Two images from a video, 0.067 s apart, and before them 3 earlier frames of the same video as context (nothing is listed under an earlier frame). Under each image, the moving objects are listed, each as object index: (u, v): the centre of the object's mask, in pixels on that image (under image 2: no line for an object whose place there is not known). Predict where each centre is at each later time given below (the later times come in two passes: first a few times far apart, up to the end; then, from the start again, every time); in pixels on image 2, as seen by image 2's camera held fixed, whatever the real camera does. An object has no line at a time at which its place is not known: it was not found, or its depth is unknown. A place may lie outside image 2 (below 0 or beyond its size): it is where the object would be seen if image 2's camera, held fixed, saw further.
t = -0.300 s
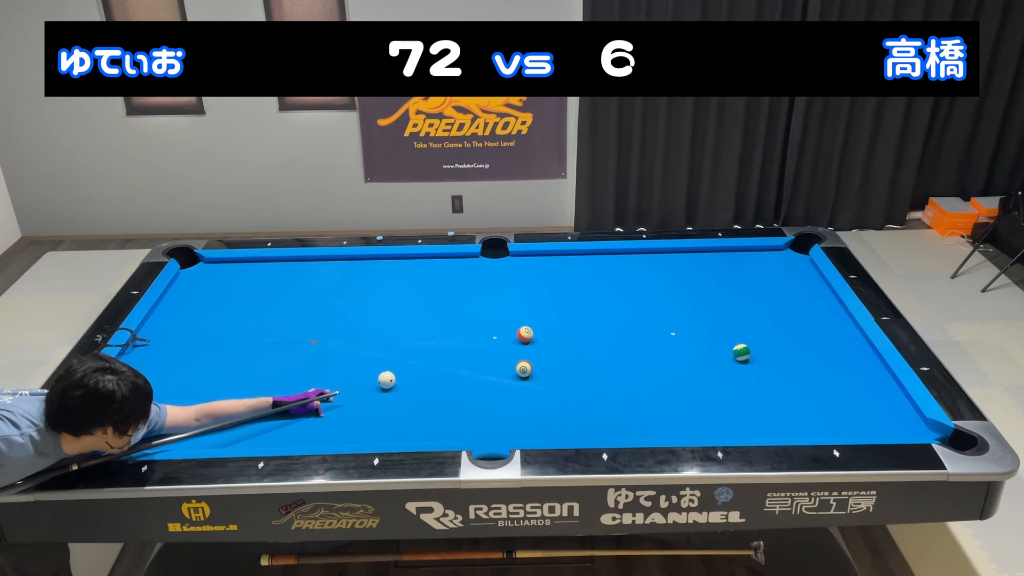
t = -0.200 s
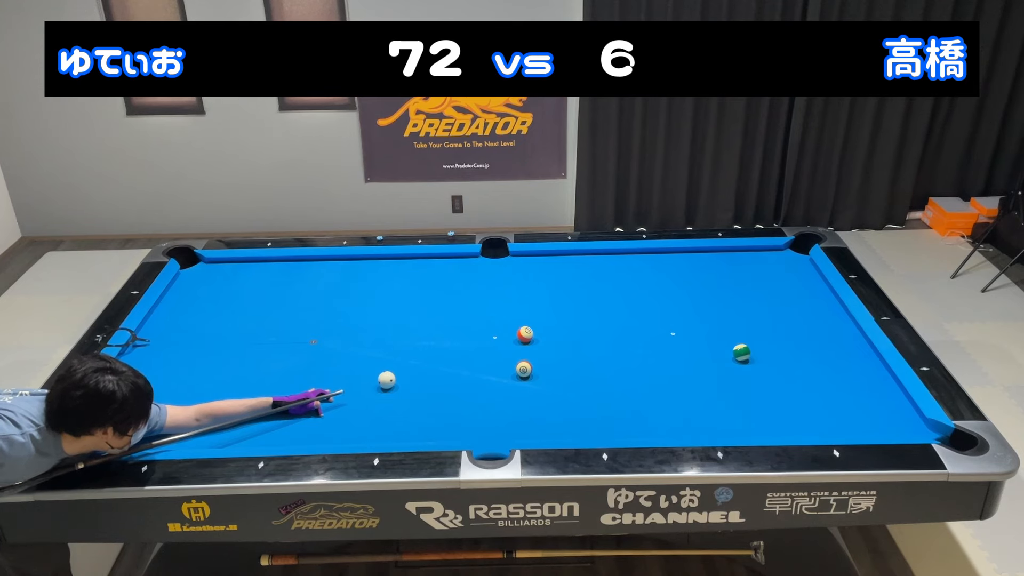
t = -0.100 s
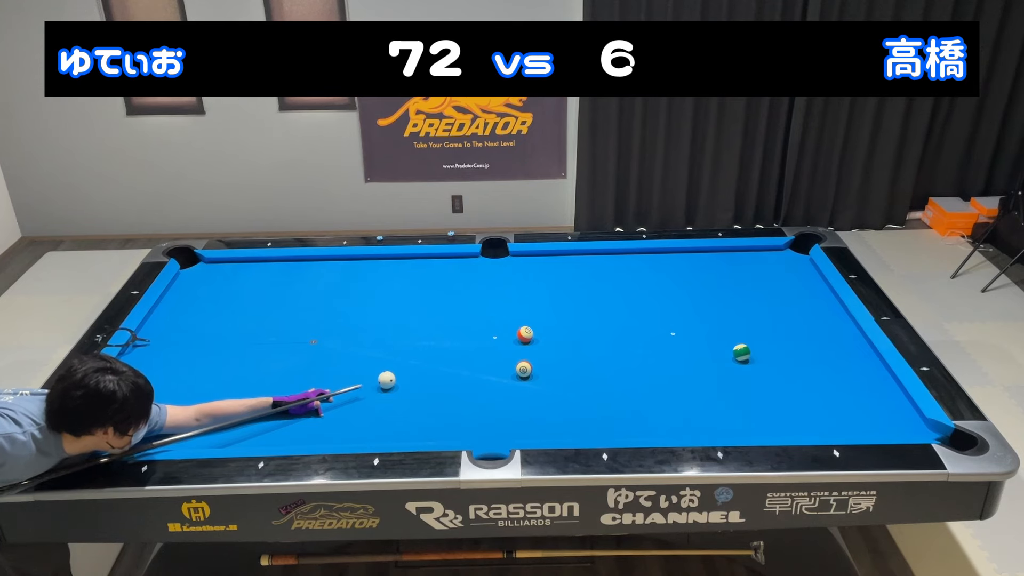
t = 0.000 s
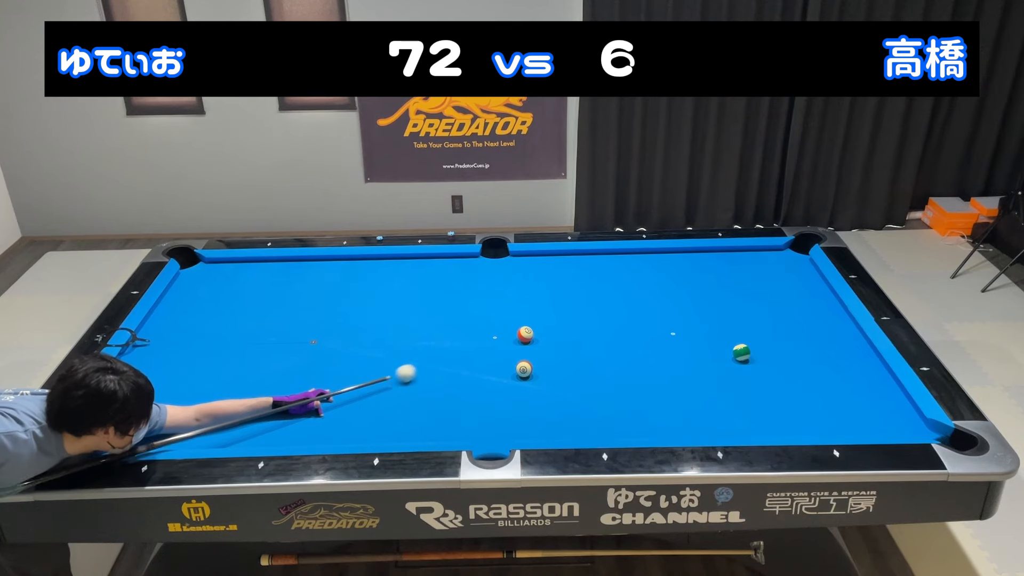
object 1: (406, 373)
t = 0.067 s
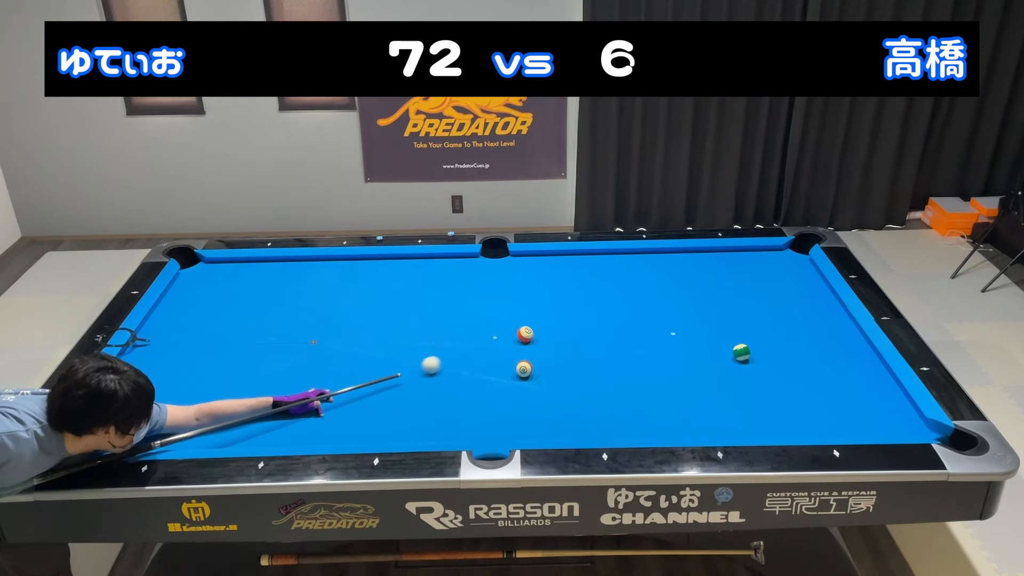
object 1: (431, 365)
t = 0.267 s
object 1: (498, 343)
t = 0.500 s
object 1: (520, 335)
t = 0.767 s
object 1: (538, 328)
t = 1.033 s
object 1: (555, 322)
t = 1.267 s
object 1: (568, 317)
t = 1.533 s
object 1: (582, 312)
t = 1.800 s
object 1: (594, 308)
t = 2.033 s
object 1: (604, 304)
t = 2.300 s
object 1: (614, 301)
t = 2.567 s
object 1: (622, 298)
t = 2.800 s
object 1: (629, 296)
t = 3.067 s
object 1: (635, 293)
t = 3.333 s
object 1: (640, 291)
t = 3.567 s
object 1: (644, 290)
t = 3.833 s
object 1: (647, 289)
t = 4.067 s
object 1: (648, 288)
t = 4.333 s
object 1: (649, 288)
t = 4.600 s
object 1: (649, 288)
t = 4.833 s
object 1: (649, 288)
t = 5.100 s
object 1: (649, 288)
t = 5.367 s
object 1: (649, 288)
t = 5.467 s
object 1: (649, 288)
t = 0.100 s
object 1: (443, 361)
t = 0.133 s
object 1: (454, 358)
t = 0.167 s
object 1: (465, 354)
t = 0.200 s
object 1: (476, 350)
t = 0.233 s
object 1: (487, 347)
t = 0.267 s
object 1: (498, 343)
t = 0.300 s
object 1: (509, 339)
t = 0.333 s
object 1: (511, 339)
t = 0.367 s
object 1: (512, 339)
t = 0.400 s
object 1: (513, 338)
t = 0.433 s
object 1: (515, 337)
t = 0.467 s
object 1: (518, 336)
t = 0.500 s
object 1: (520, 335)
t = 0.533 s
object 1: (523, 334)
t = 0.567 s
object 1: (525, 333)
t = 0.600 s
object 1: (527, 333)
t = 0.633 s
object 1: (530, 332)
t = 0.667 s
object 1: (532, 331)
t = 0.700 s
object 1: (534, 330)
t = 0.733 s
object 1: (536, 329)
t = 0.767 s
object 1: (538, 328)
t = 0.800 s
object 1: (541, 327)
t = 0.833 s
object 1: (543, 327)
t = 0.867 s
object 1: (545, 326)
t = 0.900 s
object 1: (547, 325)
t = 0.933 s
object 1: (549, 324)
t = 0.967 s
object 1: (551, 324)
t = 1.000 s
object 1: (553, 323)
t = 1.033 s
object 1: (555, 322)
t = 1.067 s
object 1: (557, 321)
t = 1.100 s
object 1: (559, 321)
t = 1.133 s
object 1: (561, 320)
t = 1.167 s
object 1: (563, 319)
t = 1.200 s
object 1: (564, 318)
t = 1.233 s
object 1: (566, 318)
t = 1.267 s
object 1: (568, 317)
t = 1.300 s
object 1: (570, 316)
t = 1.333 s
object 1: (572, 316)
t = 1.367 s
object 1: (573, 315)
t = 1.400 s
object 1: (575, 315)
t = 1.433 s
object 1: (577, 314)
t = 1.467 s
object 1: (579, 313)
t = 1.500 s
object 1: (580, 313)
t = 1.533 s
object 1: (582, 312)
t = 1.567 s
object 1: (583, 312)
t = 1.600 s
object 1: (585, 311)
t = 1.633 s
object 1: (586, 310)
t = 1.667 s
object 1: (588, 310)
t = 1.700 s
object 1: (590, 309)
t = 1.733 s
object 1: (591, 309)
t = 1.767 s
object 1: (593, 308)
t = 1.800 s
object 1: (594, 308)
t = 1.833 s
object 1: (596, 307)
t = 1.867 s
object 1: (597, 307)
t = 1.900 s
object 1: (599, 306)
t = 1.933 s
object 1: (600, 306)
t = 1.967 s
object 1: (601, 305)
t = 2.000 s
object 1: (603, 305)
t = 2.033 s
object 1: (604, 304)
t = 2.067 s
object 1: (605, 304)
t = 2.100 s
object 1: (607, 303)
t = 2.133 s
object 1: (608, 303)
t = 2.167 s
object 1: (609, 302)
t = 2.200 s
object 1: (610, 302)
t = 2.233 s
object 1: (612, 302)
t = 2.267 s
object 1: (613, 301)
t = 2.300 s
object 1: (614, 301)
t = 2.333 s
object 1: (615, 300)
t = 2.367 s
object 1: (616, 300)
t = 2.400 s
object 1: (617, 300)
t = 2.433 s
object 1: (618, 299)
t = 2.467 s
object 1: (619, 299)
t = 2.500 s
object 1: (620, 298)
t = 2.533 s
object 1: (621, 298)
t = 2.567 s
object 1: (622, 298)
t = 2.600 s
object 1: (623, 297)
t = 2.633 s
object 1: (624, 297)
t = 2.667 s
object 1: (625, 297)
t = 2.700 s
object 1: (626, 297)
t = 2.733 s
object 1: (627, 296)
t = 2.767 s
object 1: (628, 296)
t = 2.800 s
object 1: (629, 296)
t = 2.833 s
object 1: (630, 295)
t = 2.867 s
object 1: (630, 295)
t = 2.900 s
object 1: (631, 295)
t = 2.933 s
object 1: (632, 294)
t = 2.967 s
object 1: (633, 294)
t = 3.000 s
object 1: (634, 294)
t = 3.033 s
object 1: (634, 294)
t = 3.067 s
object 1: (635, 293)
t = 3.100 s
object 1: (636, 293)
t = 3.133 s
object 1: (637, 293)
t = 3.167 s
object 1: (637, 292)
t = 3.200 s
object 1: (638, 292)
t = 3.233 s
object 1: (639, 292)
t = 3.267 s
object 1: (639, 292)
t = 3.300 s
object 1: (640, 292)
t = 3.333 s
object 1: (640, 291)
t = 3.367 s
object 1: (641, 291)
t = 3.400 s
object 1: (641, 291)
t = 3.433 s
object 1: (642, 291)
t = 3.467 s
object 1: (642, 291)
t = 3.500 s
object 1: (643, 290)
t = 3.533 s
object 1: (643, 290)
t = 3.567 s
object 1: (644, 290)
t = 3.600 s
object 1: (644, 290)
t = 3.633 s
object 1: (645, 290)
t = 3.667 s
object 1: (645, 290)
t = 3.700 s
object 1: (645, 289)
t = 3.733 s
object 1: (646, 289)
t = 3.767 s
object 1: (646, 289)
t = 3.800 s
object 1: (646, 289)
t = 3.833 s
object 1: (647, 289)
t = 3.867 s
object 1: (647, 289)
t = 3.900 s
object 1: (647, 289)
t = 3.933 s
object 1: (648, 289)
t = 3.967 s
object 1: (648, 288)
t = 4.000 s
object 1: (648, 288)
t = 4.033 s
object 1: (648, 288)
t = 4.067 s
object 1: (648, 288)
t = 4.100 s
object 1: (649, 288)
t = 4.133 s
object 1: (649, 288)
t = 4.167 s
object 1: (649, 288)
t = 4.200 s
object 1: (649, 288)
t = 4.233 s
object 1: (649, 288)
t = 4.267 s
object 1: (649, 288)
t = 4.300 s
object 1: (649, 288)
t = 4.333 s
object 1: (649, 288)
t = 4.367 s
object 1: (649, 288)
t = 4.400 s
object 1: (649, 288)
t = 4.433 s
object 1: (649, 288)
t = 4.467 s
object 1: (649, 288)
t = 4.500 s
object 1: (649, 288)
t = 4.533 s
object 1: (649, 288)
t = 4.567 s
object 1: (649, 288)
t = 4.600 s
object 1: (649, 288)
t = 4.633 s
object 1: (649, 288)
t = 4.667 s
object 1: (649, 288)
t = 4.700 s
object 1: (650, 288)
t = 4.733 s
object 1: (649, 288)
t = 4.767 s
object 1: (650, 288)
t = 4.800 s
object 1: (649, 288)
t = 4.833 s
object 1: (649, 288)
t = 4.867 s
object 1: (649, 288)
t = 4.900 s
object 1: (649, 288)
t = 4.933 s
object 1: (649, 288)
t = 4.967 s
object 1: (650, 288)
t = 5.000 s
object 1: (650, 288)
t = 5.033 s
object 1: (649, 288)
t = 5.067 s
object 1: (649, 288)
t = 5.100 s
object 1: (649, 288)
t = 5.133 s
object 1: (649, 288)
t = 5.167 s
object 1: (649, 288)
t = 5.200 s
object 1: (649, 288)
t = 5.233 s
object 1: (649, 288)
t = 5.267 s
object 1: (649, 288)
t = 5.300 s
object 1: (649, 288)
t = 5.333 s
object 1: (650, 288)
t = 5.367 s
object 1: (649, 288)
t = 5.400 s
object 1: (649, 288)
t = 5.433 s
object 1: (649, 288)
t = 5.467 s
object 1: (649, 288)
